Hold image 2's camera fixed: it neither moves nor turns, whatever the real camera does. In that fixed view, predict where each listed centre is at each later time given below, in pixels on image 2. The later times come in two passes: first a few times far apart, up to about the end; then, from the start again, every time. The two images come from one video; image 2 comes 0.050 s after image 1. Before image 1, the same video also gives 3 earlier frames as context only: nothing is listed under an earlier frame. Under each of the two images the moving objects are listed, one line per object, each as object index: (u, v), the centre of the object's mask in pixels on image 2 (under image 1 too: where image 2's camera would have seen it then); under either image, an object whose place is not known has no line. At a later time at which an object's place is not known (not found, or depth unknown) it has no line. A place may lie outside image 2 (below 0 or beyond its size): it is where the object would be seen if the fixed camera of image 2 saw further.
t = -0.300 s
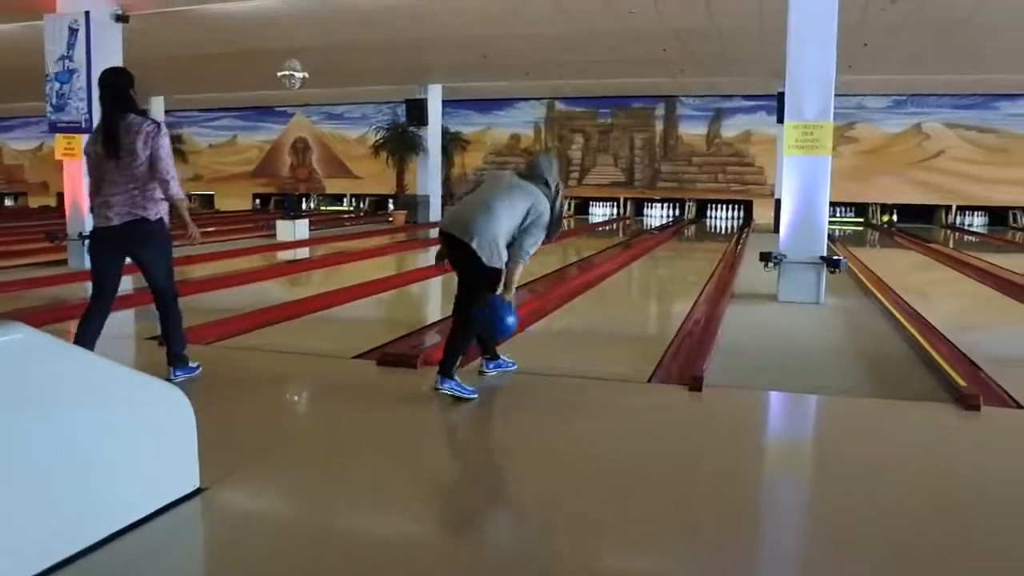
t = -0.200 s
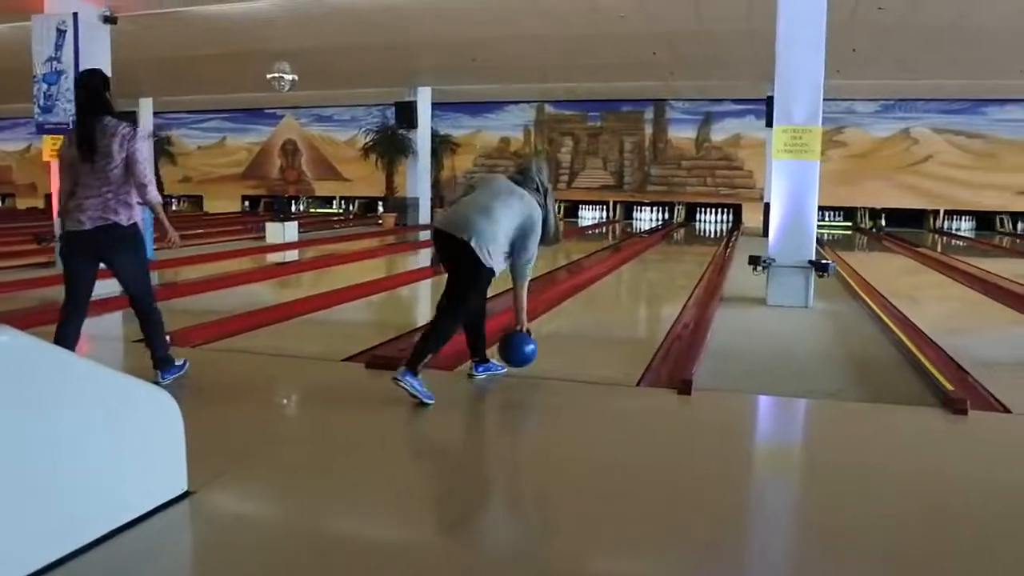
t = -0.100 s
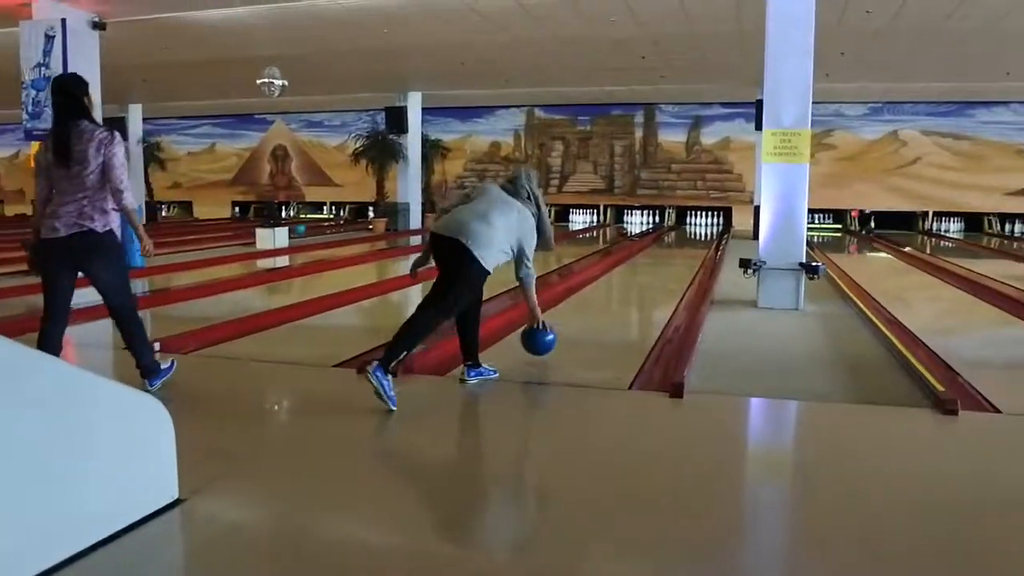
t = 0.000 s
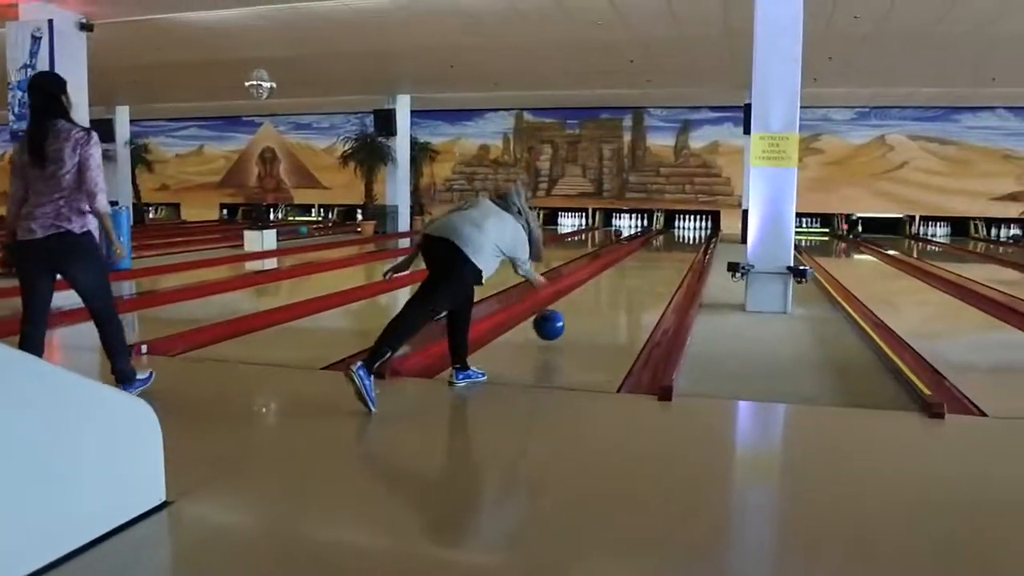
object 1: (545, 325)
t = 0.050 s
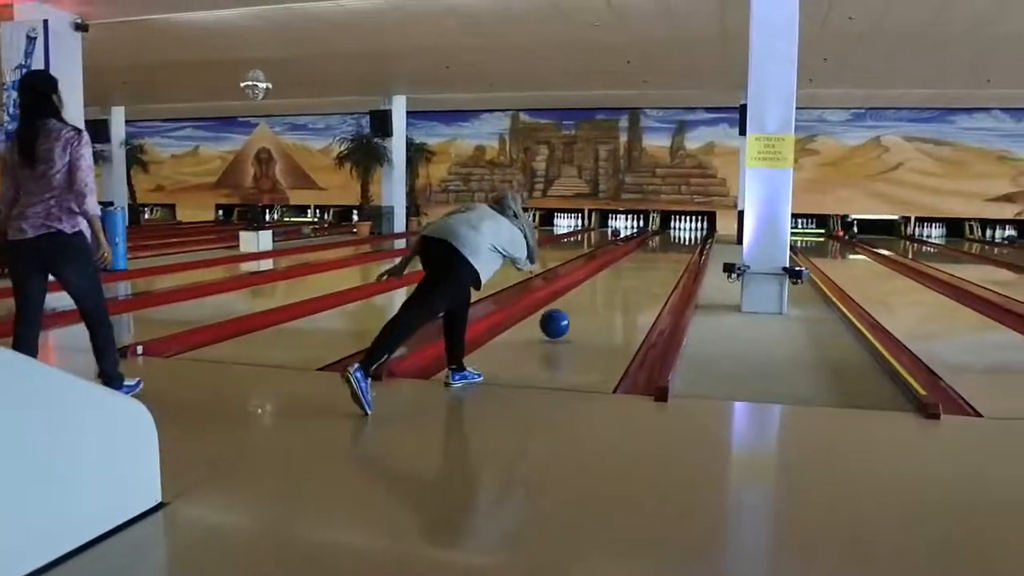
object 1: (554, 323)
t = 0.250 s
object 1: (584, 305)
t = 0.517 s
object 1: (611, 285)
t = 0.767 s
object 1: (629, 272)
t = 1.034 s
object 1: (643, 262)
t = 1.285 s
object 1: (652, 256)
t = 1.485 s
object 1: (658, 250)
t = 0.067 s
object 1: (557, 323)
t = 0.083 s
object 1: (560, 323)
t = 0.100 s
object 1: (563, 321)
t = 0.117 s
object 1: (565, 319)
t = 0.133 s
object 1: (568, 317)
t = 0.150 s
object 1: (571, 315)
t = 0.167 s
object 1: (573, 313)
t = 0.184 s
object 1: (575, 312)
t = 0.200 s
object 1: (578, 310)
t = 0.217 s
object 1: (580, 308)
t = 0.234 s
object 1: (582, 307)
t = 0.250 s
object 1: (584, 305)
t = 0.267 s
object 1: (586, 304)
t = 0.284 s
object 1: (588, 302)
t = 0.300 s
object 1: (590, 301)
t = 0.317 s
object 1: (592, 300)
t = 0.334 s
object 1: (594, 298)
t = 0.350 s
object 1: (596, 297)
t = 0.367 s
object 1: (598, 296)
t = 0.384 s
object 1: (599, 294)
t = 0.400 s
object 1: (601, 293)
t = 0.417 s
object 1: (602, 292)
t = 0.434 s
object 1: (604, 291)
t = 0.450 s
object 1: (605, 289)
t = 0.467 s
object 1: (607, 288)
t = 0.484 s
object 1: (608, 287)
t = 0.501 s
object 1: (610, 286)
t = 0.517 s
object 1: (611, 285)
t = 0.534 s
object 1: (613, 284)
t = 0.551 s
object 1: (614, 283)
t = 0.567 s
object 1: (616, 282)
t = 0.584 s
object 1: (617, 281)
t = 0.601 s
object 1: (618, 280)
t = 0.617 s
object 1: (619, 279)
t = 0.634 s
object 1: (620, 278)
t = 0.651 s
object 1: (622, 277)
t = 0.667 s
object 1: (623, 277)
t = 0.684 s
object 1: (624, 276)
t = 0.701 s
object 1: (625, 275)
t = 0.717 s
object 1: (626, 275)
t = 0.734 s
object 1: (626, 274)
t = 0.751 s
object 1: (628, 273)
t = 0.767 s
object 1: (629, 272)
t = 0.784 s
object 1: (630, 272)
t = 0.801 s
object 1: (632, 271)
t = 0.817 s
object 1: (632, 270)
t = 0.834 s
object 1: (633, 270)
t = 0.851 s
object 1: (634, 269)
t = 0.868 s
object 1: (635, 268)
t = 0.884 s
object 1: (637, 267)
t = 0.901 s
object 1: (637, 266)
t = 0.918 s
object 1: (638, 266)
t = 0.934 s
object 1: (639, 265)
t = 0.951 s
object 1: (639, 265)
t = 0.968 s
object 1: (640, 264)
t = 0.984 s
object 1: (640, 264)
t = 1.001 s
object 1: (642, 263)
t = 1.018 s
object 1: (642, 263)
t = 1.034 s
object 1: (643, 262)
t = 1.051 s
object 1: (644, 262)
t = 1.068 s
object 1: (645, 261)
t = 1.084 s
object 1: (645, 260)
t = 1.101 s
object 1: (646, 260)
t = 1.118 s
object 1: (646, 260)
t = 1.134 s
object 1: (647, 259)
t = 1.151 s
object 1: (649, 258)
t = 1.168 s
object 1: (649, 258)
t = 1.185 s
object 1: (650, 258)
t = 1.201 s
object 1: (651, 257)
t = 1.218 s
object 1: (651, 257)
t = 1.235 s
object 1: (652, 256)
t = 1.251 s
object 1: (652, 256)
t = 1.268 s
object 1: (652, 256)
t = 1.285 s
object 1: (652, 256)
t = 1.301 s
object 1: (653, 255)
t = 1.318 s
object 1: (654, 254)
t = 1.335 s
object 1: (655, 253)
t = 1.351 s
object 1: (655, 252)
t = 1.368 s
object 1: (656, 252)
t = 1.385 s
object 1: (656, 252)
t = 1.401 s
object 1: (657, 252)
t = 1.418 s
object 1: (657, 252)
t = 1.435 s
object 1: (657, 251)
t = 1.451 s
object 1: (657, 251)
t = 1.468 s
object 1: (658, 250)
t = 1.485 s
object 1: (658, 250)
